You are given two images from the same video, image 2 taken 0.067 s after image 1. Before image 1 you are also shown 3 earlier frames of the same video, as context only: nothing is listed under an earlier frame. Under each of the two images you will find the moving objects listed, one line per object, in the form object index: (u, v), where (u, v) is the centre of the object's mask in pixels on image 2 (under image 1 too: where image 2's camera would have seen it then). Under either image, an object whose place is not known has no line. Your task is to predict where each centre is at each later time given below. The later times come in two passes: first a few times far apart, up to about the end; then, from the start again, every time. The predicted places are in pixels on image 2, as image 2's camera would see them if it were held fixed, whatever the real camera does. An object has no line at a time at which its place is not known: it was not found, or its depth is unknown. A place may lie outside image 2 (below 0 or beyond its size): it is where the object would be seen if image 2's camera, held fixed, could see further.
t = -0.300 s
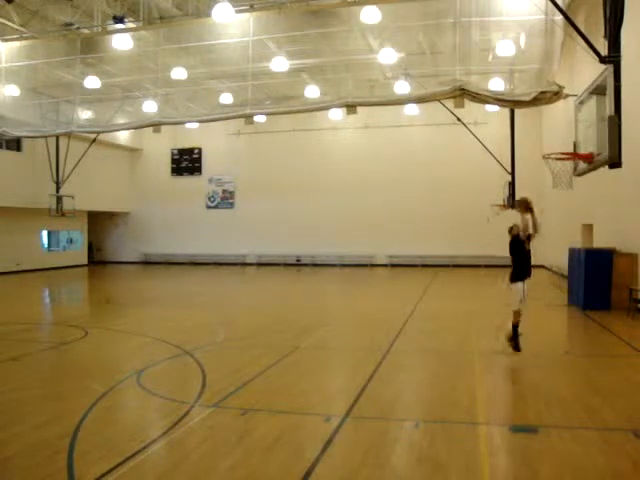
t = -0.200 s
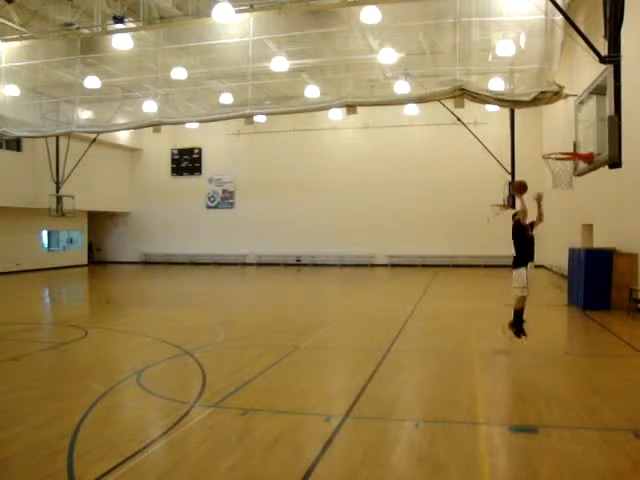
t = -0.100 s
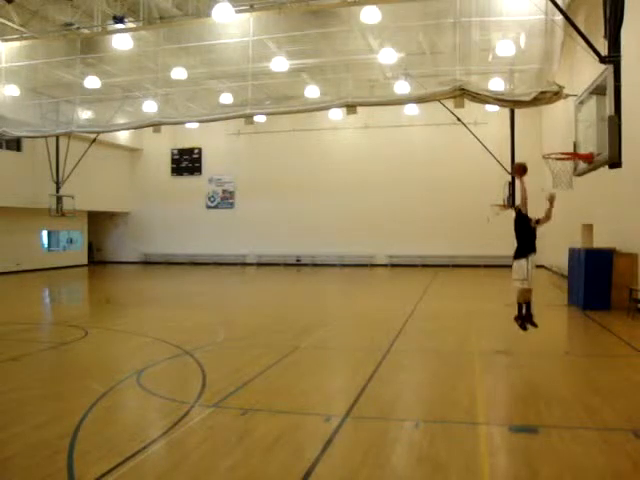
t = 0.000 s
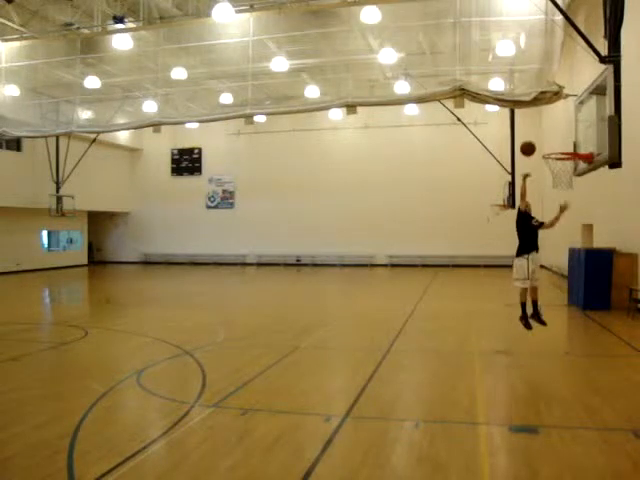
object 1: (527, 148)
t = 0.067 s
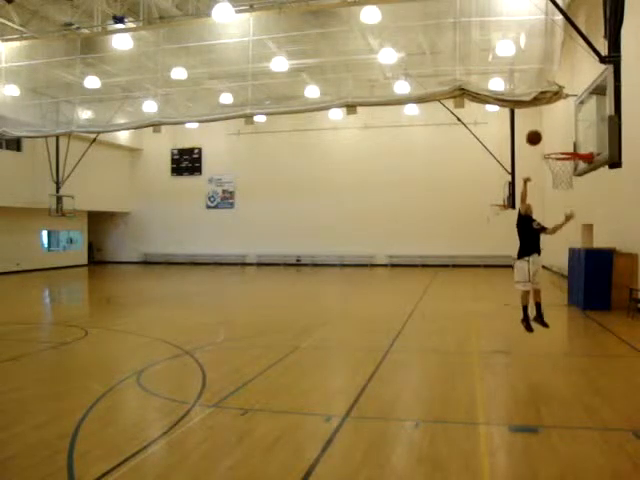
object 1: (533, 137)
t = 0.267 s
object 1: (551, 122)
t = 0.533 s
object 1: (576, 142)
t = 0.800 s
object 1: (567, 131)
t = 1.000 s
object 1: (561, 142)
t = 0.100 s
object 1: (536, 133)
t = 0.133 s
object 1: (539, 129)
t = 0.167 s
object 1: (542, 126)
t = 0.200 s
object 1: (545, 124)
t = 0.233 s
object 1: (548, 122)
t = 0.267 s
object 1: (551, 122)
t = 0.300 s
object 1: (555, 122)
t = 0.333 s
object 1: (558, 122)
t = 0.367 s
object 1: (562, 124)
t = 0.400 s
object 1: (565, 126)
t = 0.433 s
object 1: (569, 129)
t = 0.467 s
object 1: (572, 133)
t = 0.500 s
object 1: (576, 137)
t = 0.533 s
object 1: (576, 142)
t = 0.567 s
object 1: (574, 146)
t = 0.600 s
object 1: (573, 146)
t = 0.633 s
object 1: (572, 142)
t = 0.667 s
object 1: (570, 138)
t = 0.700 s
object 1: (569, 135)
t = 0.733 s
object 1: (569, 133)
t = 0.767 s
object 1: (567, 131)
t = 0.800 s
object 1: (567, 131)
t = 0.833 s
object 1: (566, 131)
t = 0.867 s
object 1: (565, 131)
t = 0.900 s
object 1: (564, 133)
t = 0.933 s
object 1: (563, 135)
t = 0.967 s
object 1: (562, 138)
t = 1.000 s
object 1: (561, 142)
